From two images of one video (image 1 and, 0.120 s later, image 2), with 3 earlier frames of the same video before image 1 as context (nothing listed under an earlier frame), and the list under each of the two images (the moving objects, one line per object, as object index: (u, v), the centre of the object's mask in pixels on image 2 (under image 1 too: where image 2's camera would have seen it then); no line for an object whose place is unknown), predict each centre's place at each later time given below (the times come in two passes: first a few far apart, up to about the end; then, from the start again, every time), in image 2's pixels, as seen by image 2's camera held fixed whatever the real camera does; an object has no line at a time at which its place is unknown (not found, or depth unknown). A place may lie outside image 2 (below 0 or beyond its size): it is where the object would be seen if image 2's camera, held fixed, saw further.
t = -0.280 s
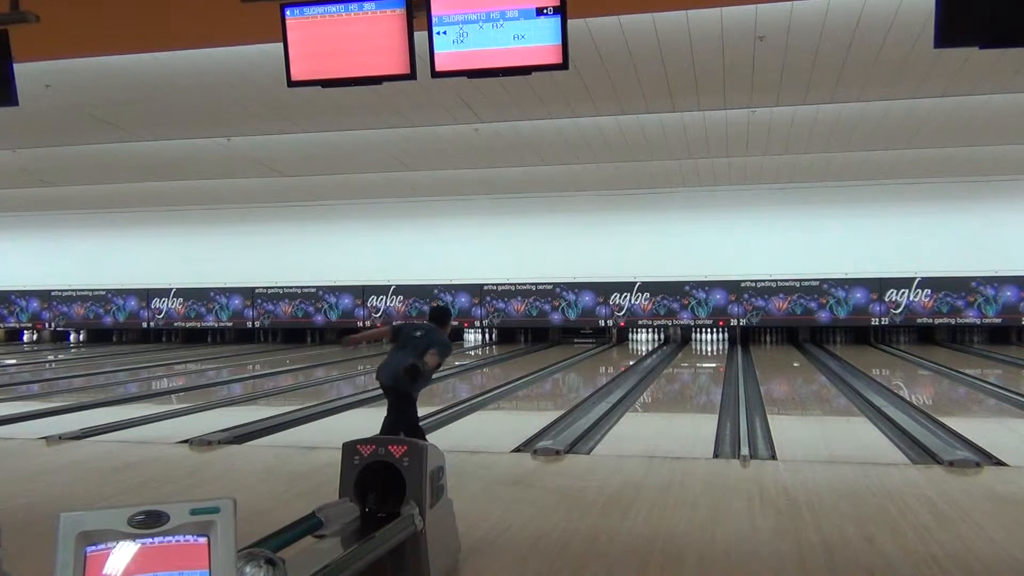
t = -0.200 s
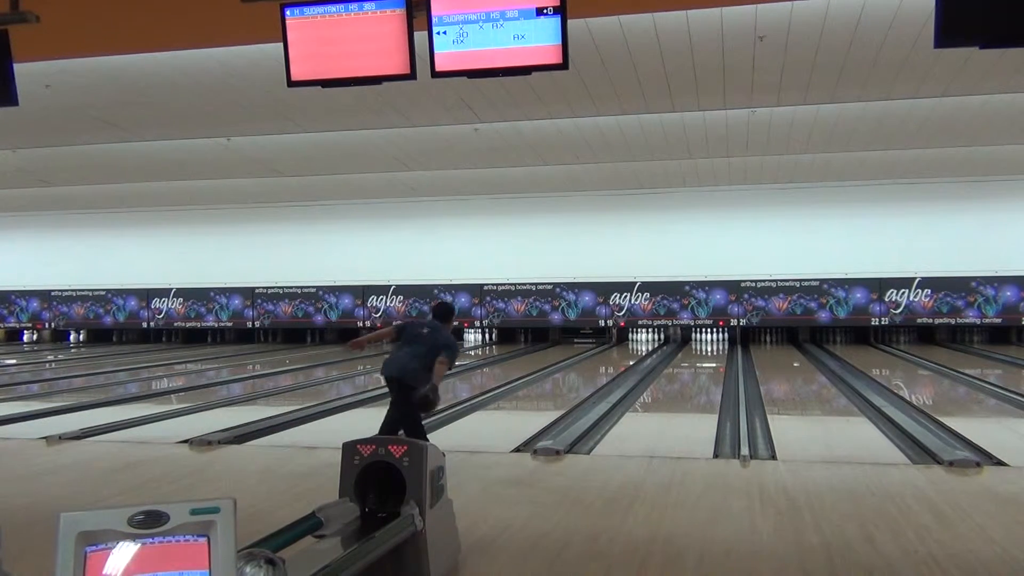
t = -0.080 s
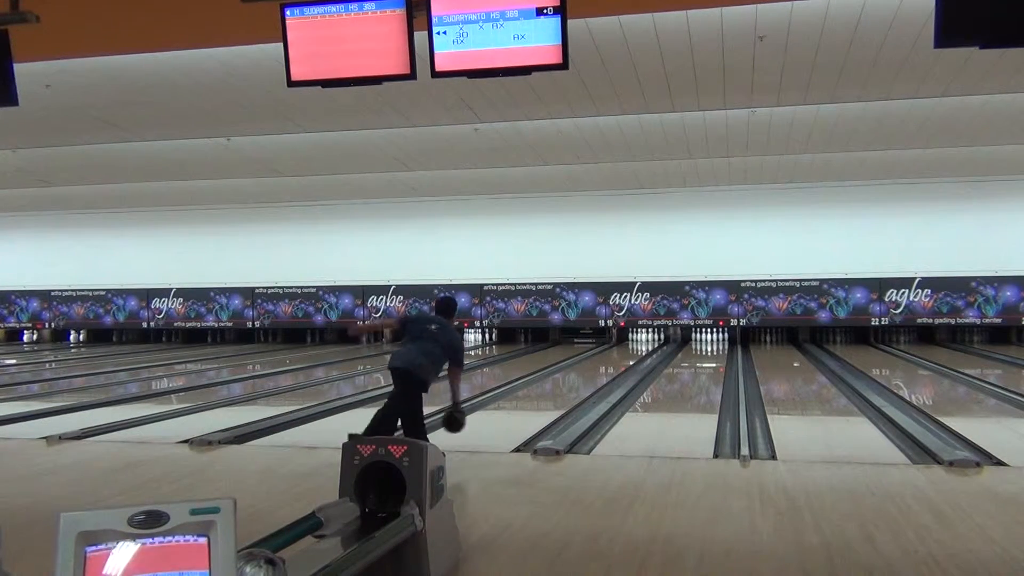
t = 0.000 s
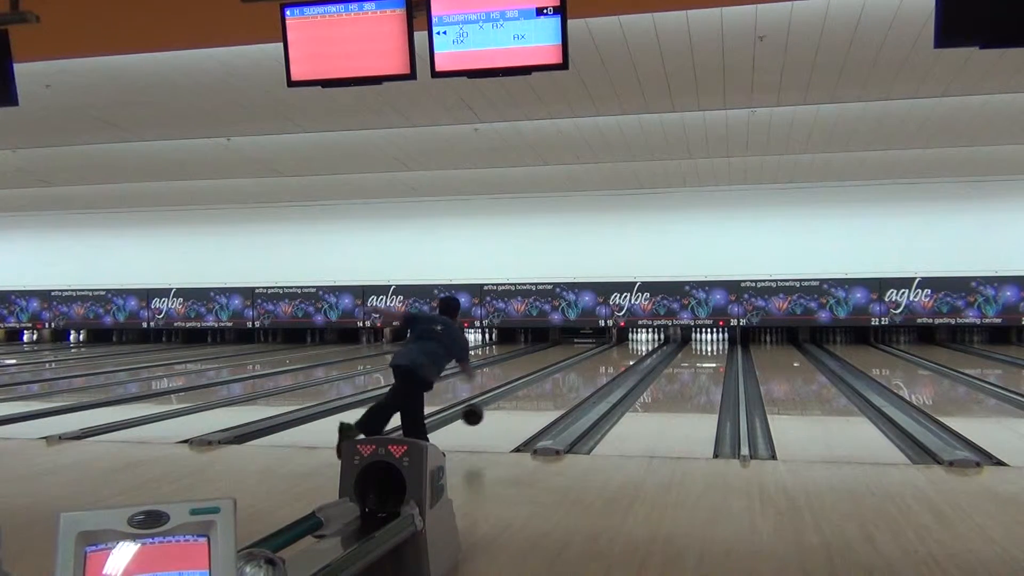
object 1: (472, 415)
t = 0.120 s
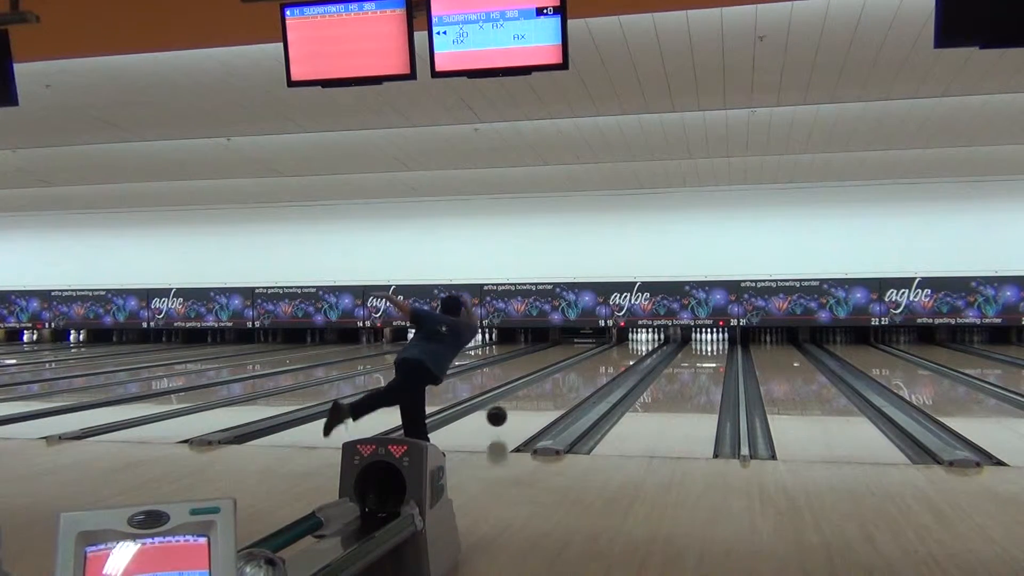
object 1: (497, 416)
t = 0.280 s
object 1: (523, 408)
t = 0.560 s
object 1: (557, 391)
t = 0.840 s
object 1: (582, 378)
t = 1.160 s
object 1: (603, 366)
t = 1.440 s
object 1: (617, 359)
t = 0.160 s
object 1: (504, 419)
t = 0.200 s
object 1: (510, 414)
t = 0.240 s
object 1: (517, 410)
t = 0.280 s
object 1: (523, 408)
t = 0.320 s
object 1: (528, 406)
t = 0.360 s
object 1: (534, 403)
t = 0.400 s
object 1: (539, 401)
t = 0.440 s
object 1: (544, 398)
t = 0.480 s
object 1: (549, 396)
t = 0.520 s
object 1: (553, 393)
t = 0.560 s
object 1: (557, 391)
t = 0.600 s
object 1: (561, 389)
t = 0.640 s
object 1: (565, 387)
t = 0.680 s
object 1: (569, 385)
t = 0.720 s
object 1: (572, 383)
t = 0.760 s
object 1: (576, 381)
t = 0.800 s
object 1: (579, 380)
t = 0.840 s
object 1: (582, 378)
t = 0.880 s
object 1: (585, 376)
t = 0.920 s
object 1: (588, 375)
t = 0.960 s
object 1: (591, 373)
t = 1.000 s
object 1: (593, 372)
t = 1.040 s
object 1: (596, 370)
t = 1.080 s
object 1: (599, 369)
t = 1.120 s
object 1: (601, 368)
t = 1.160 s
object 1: (603, 366)
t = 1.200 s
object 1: (605, 365)
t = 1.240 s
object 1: (607, 364)
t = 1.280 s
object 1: (609, 363)
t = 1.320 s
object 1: (612, 362)
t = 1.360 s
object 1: (614, 361)
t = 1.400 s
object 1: (615, 360)
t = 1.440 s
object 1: (617, 359)
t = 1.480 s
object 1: (619, 358)
